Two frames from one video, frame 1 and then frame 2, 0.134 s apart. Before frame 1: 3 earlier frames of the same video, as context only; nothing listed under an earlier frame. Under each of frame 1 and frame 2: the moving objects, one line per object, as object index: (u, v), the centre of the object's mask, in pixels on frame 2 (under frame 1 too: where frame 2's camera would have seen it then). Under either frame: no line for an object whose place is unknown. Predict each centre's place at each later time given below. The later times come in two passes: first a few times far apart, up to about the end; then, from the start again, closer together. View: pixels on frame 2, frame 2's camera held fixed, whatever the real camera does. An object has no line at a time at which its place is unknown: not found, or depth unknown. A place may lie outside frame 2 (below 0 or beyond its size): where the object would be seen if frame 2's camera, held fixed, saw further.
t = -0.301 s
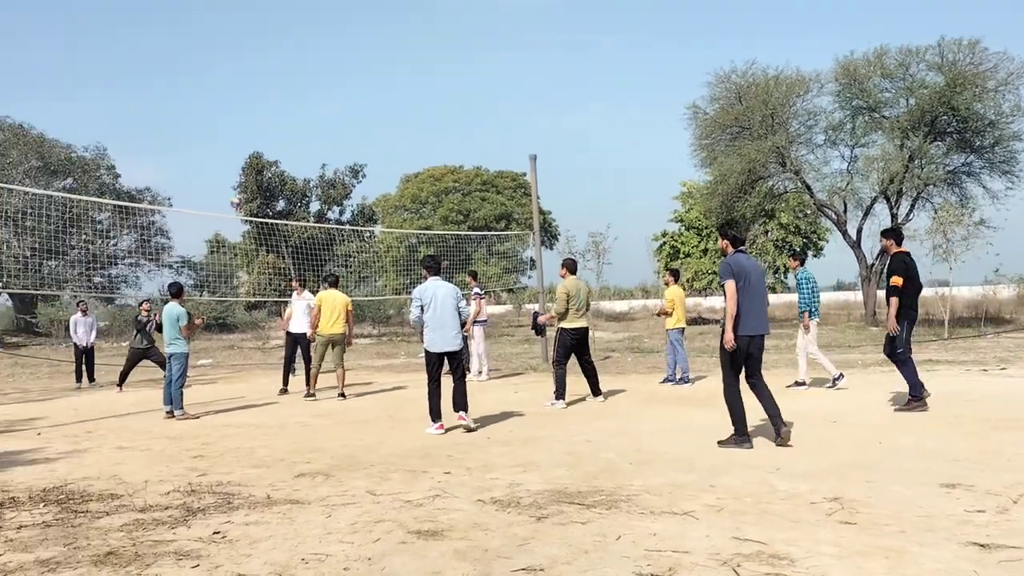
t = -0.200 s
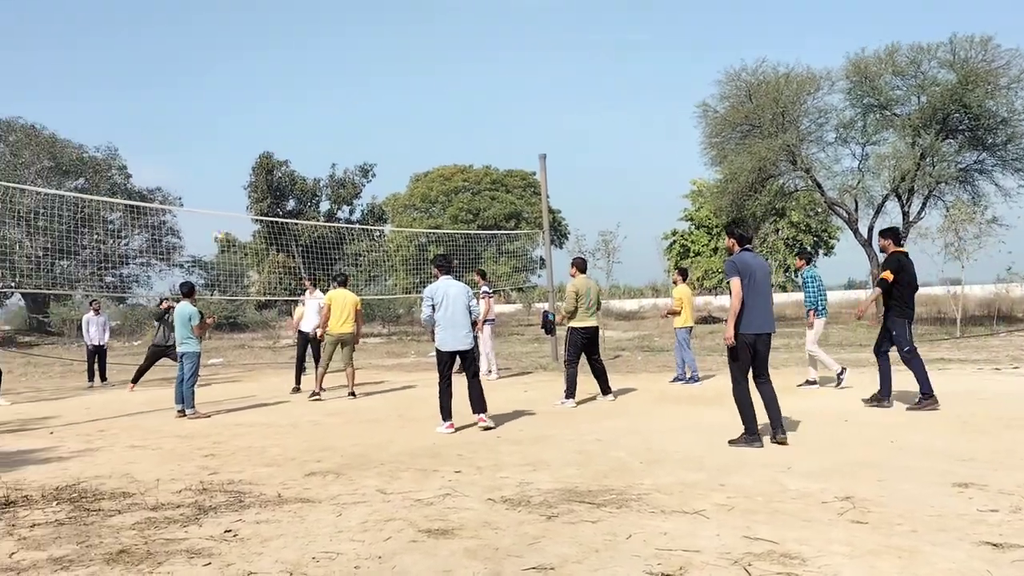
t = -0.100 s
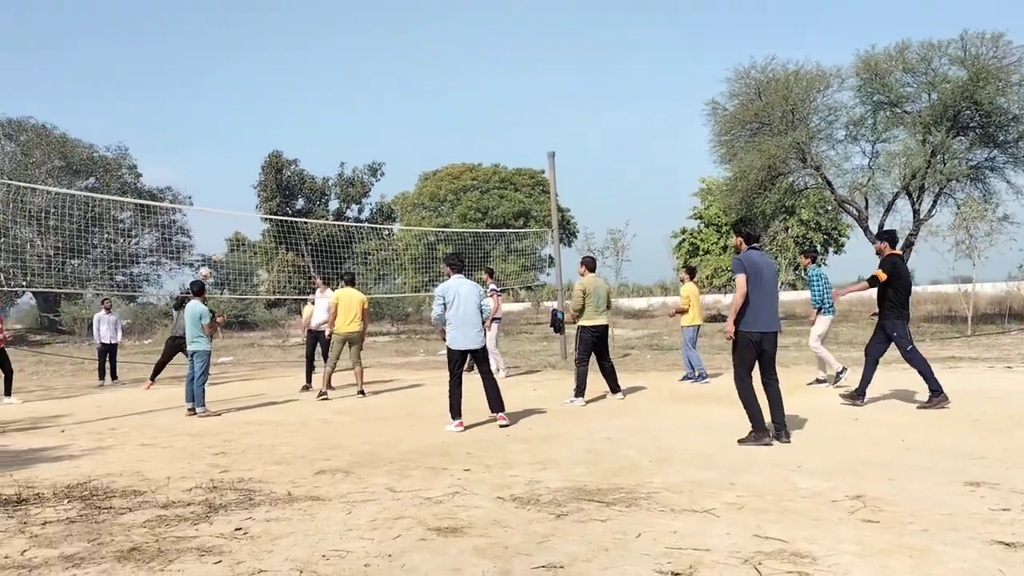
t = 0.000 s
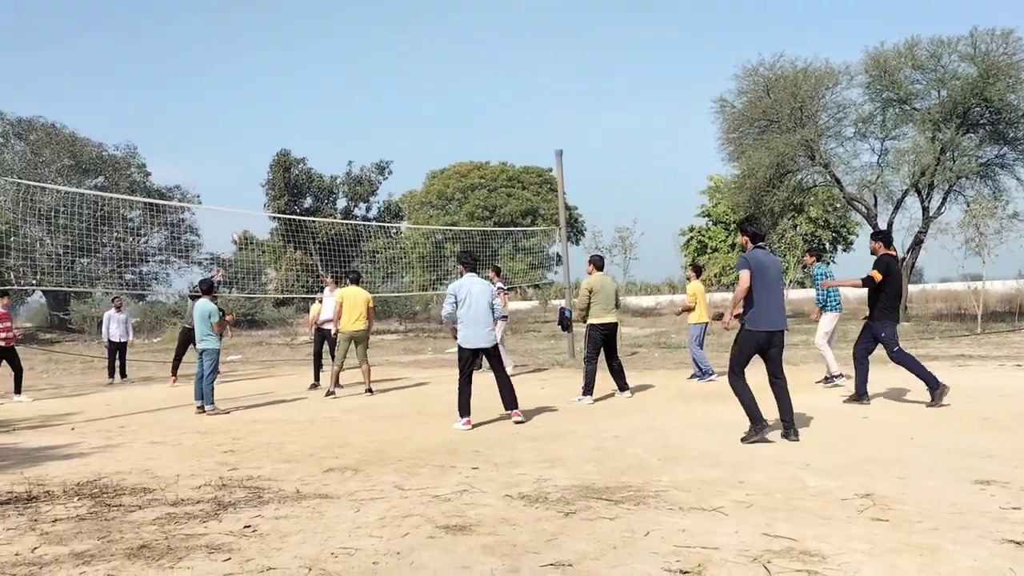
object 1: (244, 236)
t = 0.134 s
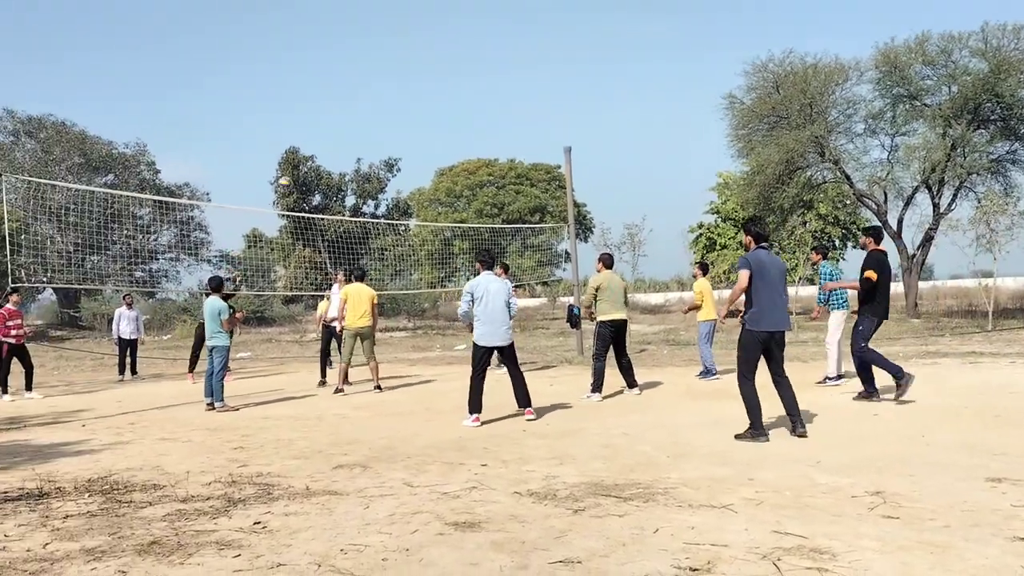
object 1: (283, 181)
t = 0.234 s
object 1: (317, 149)
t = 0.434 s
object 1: (385, 93)
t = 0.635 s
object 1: (461, 58)
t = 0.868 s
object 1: (562, 50)
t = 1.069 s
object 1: (662, 76)
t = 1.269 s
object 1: (778, 141)
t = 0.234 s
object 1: (317, 149)
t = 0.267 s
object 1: (328, 138)
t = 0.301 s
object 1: (339, 128)
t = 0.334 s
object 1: (350, 118)
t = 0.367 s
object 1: (362, 109)
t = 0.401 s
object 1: (374, 101)
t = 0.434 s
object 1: (385, 93)
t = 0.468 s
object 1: (397, 86)
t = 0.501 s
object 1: (409, 79)
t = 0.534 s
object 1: (422, 73)
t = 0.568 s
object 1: (434, 67)
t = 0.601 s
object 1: (447, 62)
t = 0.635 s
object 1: (461, 58)
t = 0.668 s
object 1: (474, 54)
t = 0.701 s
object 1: (488, 52)
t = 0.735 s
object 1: (502, 50)
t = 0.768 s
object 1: (516, 49)
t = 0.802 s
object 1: (531, 49)
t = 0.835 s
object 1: (546, 49)
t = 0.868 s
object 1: (562, 50)
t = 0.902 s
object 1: (578, 51)
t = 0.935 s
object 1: (593, 54)
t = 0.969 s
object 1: (610, 59)
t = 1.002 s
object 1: (626, 63)
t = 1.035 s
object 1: (644, 69)
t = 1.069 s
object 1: (662, 76)
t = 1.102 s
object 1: (680, 84)
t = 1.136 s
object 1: (699, 93)
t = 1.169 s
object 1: (719, 103)
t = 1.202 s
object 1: (738, 114)
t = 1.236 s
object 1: (758, 128)
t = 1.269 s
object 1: (778, 141)
